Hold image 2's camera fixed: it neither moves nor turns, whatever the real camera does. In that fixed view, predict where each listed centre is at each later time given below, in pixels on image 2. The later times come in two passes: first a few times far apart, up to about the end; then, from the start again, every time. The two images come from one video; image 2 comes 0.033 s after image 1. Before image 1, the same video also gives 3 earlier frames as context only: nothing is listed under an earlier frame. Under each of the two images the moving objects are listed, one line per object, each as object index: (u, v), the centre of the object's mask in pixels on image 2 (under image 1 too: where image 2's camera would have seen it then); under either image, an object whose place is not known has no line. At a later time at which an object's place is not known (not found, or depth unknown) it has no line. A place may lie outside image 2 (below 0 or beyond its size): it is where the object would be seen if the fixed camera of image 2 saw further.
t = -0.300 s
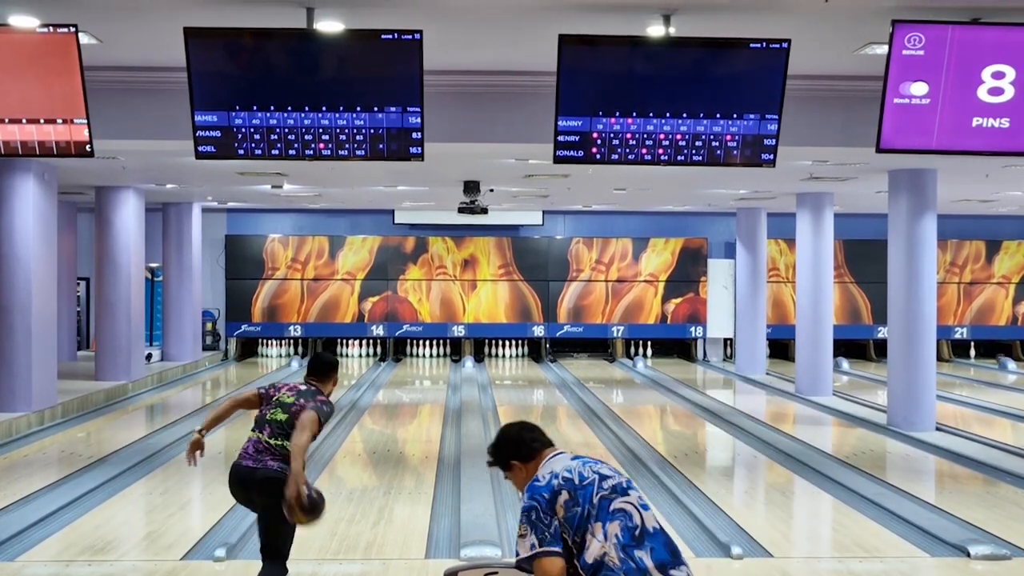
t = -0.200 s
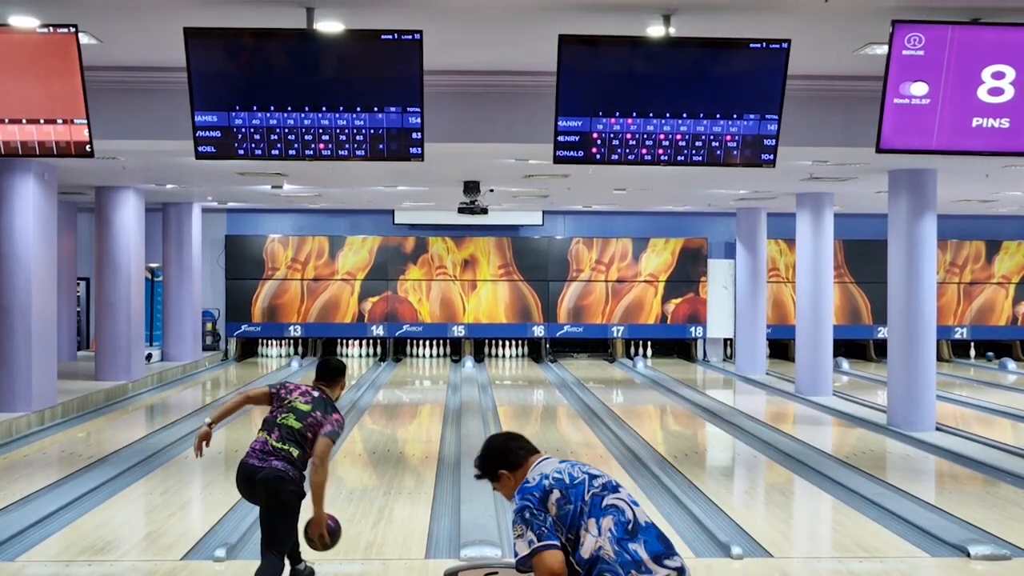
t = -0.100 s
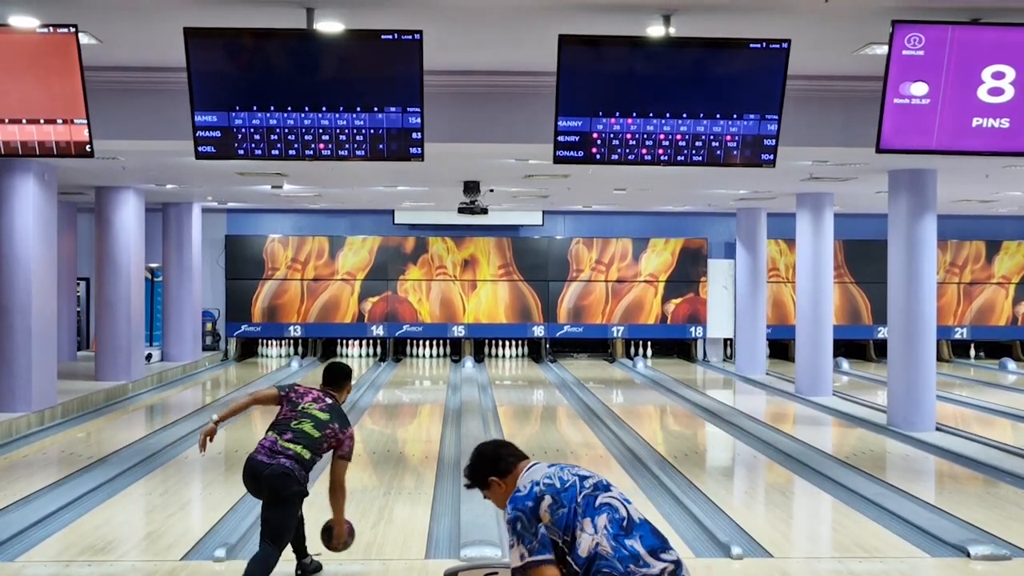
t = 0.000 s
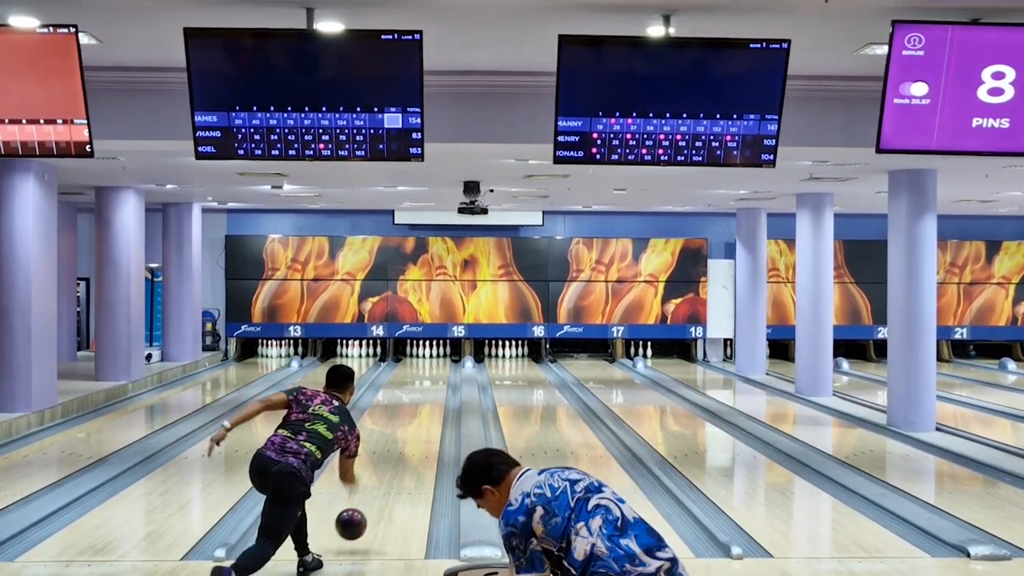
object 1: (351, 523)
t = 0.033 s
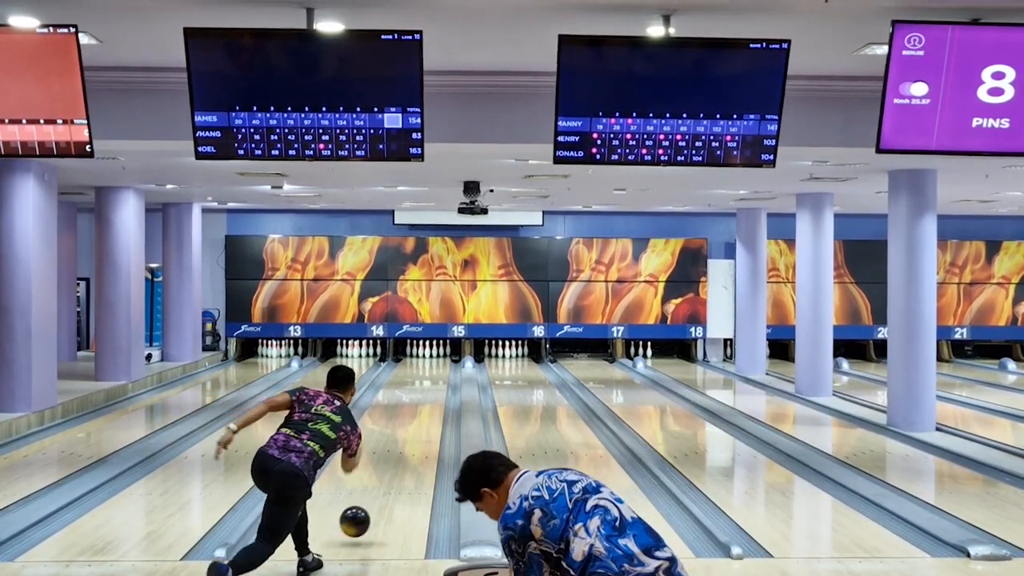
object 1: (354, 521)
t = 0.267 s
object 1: (377, 488)
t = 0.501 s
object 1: (393, 459)
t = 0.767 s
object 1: (406, 434)
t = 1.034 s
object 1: (415, 415)
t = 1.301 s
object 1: (422, 400)
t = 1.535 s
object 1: (427, 390)
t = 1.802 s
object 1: (431, 380)
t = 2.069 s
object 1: (434, 372)
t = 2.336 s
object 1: (434, 365)
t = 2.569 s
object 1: (432, 359)
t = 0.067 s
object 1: (359, 520)
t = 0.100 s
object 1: (362, 514)
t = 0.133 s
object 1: (365, 508)
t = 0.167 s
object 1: (368, 503)
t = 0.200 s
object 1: (371, 498)
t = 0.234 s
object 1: (374, 493)
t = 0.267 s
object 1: (377, 488)
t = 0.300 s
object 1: (380, 483)
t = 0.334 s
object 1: (382, 478)
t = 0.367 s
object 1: (384, 474)
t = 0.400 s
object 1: (387, 470)
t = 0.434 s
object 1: (389, 466)
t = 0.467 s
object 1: (395, 459)
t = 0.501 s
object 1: (393, 459)
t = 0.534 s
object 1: (395, 455)
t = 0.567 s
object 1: (396, 452)
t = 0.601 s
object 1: (398, 449)
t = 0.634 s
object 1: (400, 445)
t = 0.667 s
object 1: (401, 442)
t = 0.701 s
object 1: (403, 439)
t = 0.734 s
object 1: (404, 437)
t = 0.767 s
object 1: (406, 434)
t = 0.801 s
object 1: (407, 431)
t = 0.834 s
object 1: (408, 429)
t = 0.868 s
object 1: (410, 426)
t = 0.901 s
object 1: (411, 424)
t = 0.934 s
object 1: (412, 421)
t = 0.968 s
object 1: (413, 419)
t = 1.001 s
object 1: (414, 417)
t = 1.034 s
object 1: (415, 415)
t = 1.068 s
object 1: (416, 413)
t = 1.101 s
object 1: (417, 411)
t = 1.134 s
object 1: (418, 409)
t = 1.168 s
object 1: (419, 407)
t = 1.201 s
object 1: (420, 405)
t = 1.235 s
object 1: (421, 404)
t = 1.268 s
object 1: (422, 402)
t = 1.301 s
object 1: (422, 400)
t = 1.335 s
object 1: (423, 399)
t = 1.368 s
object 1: (424, 397)
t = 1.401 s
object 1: (425, 395)
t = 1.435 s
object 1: (425, 394)
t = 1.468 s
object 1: (426, 393)
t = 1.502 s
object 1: (426, 391)
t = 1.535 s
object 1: (427, 390)
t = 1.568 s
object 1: (427, 388)
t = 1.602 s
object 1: (428, 387)
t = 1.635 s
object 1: (428, 386)
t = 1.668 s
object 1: (429, 384)
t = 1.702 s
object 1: (430, 383)
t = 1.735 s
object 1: (430, 382)
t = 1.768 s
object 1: (431, 381)
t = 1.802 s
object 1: (431, 380)
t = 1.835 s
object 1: (431, 379)
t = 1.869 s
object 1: (432, 378)
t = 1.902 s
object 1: (432, 377)
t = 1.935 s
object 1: (433, 376)
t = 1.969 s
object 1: (433, 375)
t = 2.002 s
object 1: (433, 374)
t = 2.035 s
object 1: (433, 372)
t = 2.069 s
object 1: (434, 372)
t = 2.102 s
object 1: (433, 371)
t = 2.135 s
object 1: (434, 370)
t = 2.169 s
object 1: (434, 369)
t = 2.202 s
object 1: (434, 368)
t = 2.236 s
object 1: (434, 367)
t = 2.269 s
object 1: (434, 367)
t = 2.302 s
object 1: (434, 366)
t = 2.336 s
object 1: (434, 365)
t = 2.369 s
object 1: (434, 364)
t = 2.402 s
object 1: (434, 363)
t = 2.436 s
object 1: (433, 363)
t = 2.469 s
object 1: (433, 362)
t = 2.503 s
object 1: (432, 361)
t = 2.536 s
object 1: (432, 360)
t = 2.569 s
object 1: (432, 359)
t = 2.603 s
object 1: (431, 359)
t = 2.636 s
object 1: (431, 358)
